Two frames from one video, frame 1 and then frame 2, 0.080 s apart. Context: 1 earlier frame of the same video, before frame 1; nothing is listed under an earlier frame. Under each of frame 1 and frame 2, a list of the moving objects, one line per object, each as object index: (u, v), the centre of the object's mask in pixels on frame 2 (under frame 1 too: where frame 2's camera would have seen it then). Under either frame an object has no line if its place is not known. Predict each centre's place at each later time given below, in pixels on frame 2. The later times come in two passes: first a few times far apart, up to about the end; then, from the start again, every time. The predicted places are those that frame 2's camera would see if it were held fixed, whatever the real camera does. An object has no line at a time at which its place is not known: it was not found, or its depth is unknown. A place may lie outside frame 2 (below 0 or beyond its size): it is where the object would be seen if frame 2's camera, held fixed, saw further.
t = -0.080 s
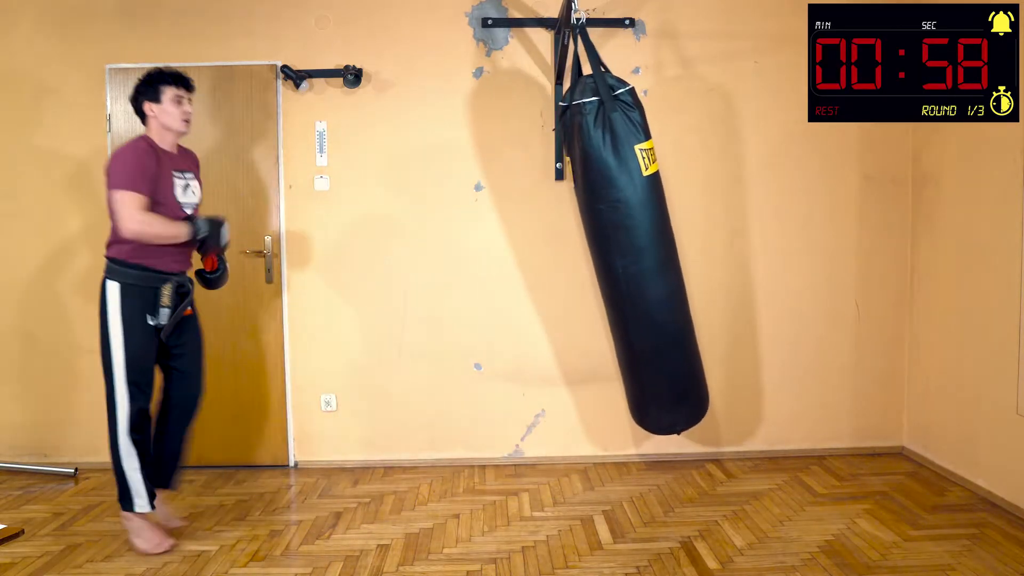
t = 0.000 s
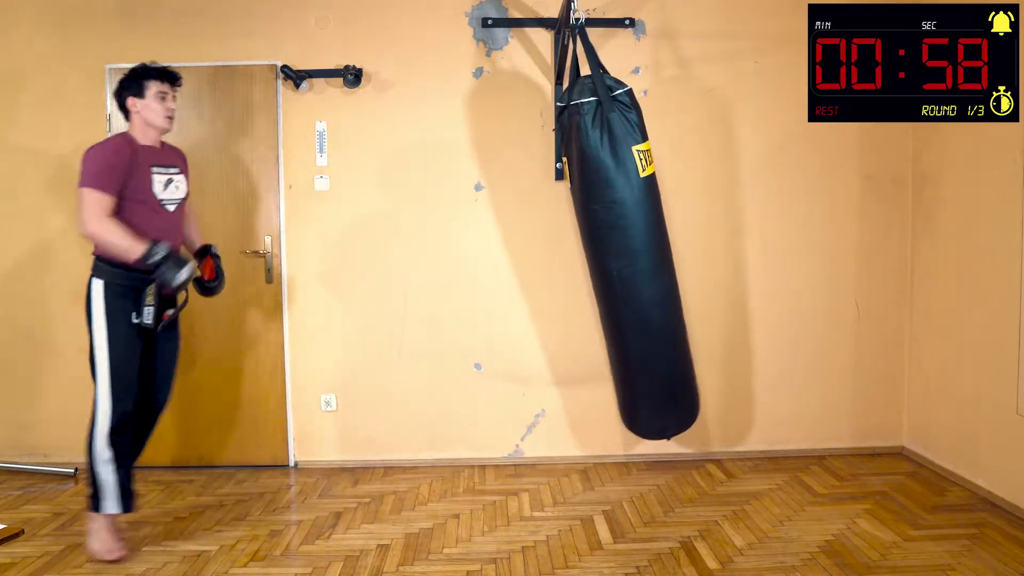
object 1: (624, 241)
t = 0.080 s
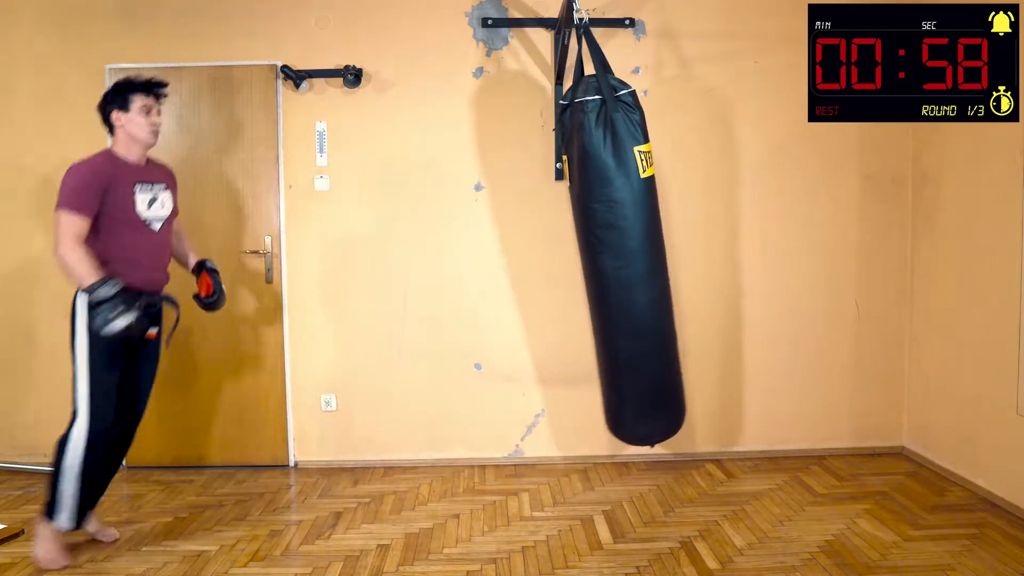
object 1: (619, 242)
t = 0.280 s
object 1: (594, 255)
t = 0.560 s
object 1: (549, 269)
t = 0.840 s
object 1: (512, 274)
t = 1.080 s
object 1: (507, 277)
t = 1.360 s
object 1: (537, 275)
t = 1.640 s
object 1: (582, 271)
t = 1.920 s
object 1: (615, 253)
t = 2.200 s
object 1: (625, 240)
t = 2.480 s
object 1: (612, 247)
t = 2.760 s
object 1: (579, 265)
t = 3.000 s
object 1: (542, 275)
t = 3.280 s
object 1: (512, 276)
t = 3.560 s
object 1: (516, 276)
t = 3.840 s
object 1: (551, 275)
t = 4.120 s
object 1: (592, 263)
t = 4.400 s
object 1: (618, 245)
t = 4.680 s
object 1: (621, 240)
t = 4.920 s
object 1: (608, 250)
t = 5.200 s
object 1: (574, 266)
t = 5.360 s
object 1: (551, 273)
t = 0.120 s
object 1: (615, 244)
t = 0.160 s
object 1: (610, 248)
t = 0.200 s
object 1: (605, 250)
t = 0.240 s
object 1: (600, 254)
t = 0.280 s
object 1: (594, 255)
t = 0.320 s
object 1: (588, 257)
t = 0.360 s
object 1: (582, 260)
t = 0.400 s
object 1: (575, 262)
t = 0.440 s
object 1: (569, 264)
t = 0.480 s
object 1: (562, 266)
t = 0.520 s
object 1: (555, 268)
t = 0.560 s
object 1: (549, 269)
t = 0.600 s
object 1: (542, 270)
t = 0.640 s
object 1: (536, 273)
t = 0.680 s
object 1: (530, 272)
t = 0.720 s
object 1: (525, 272)
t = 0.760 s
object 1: (520, 273)
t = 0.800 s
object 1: (515, 274)
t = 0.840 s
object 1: (512, 274)
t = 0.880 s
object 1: (508, 275)
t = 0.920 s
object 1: (506, 275)
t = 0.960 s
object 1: (505, 276)
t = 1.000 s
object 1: (504, 277)
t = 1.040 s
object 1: (505, 277)
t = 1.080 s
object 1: (507, 277)
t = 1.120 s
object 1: (509, 277)
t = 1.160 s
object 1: (512, 277)
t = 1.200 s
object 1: (516, 277)
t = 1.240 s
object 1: (520, 276)
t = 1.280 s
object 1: (525, 277)
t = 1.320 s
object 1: (531, 276)
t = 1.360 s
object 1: (537, 275)
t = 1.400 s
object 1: (543, 276)
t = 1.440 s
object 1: (549, 276)
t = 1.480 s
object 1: (556, 275)
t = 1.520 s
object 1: (563, 274)
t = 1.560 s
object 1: (569, 273)
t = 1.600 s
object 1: (575, 272)
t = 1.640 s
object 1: (582, 271)
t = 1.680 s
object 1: (588, 268)
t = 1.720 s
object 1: (594, 266)
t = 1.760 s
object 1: (599, 264)
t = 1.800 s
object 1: (604, 261)
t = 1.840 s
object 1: (608, 258)
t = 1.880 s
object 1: (612, 255)
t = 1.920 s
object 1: (615, 253)
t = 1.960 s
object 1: (618, 250)
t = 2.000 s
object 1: (621, 248)
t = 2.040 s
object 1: (623, 245)
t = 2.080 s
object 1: (624, 244)
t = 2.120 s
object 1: (625, 242)
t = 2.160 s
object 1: (625, 241)
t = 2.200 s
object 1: (625, 240)
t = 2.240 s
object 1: (624, 240)
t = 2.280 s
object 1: (623, 241)
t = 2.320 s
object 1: (622, 241)
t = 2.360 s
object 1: (620, 242)
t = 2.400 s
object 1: (618, 243)
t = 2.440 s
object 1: (615, 245)
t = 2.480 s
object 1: (612, 247)
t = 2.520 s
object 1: (608, 249)
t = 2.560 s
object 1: (604, 251)
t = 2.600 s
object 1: (600, 254)
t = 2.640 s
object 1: (595, 256)
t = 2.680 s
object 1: (590, 259)
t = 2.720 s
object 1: (585, 261)
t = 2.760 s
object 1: (579, 265)
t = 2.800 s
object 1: (573, 268)
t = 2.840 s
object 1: (567, 270)
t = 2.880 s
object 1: (561, 271)
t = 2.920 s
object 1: (554, 272)
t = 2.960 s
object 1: (548, 274)
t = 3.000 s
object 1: (542, 275)
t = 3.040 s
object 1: (537, 275)
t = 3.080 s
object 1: (531, 275)
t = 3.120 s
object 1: (527, 275)
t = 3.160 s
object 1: (522, 276)
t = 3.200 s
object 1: (518, 276)
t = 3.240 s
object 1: (515, 275)
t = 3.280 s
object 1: (512, 276)
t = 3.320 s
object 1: (511, 275)
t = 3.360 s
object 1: (509, 276)
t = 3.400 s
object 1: (509, 276)
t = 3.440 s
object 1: (510, 276)
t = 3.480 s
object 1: (511, 276)
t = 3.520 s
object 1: (513, 276)
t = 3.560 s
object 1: (516, 276)
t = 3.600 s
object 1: (520, 276)
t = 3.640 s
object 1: (523, 277)
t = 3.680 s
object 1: (528, 277)
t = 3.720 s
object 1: (534, 276)
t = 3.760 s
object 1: (539, 276)
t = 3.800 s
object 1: (545, 276)
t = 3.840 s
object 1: (551, 275)
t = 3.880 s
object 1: (557, 275)
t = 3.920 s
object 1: (563, 272)
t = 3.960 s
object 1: (569, 271)
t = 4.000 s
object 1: (576, 270)
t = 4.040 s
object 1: (582, 267)
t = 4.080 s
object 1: (587, 265)
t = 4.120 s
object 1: (592, 263)
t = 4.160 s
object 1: (597, 260)
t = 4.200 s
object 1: (602, 258)
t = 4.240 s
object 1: (606, 256)
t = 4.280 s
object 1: (610, 253)
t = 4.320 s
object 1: (612, 250)
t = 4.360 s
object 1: (615, 248)
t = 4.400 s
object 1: (618, 245)
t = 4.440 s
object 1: (619, 243)
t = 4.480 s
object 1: (621, 242)
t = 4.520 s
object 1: (622, 241)
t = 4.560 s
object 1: (622, 240)
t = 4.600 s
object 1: (622, 239)
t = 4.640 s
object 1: (622, 239)
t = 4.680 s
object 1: (621, 240)
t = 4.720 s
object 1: (620, 240)
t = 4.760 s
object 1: (618, 242)
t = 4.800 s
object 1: (616, 244)
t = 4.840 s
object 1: (614, 246)
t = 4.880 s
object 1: (611, 247)
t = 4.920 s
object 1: (608, 250)
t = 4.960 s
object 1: (604, 252)
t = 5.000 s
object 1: (599, 254)
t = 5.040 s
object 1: (595, 256)
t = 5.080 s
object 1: (590, 258)
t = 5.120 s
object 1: (585, 261)
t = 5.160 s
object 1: (580, 264)
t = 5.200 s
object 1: (574, 266)
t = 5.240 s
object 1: (568, 268)
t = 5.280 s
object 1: (563, 269)
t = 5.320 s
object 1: (557, 271)
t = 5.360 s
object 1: (551, 273)
